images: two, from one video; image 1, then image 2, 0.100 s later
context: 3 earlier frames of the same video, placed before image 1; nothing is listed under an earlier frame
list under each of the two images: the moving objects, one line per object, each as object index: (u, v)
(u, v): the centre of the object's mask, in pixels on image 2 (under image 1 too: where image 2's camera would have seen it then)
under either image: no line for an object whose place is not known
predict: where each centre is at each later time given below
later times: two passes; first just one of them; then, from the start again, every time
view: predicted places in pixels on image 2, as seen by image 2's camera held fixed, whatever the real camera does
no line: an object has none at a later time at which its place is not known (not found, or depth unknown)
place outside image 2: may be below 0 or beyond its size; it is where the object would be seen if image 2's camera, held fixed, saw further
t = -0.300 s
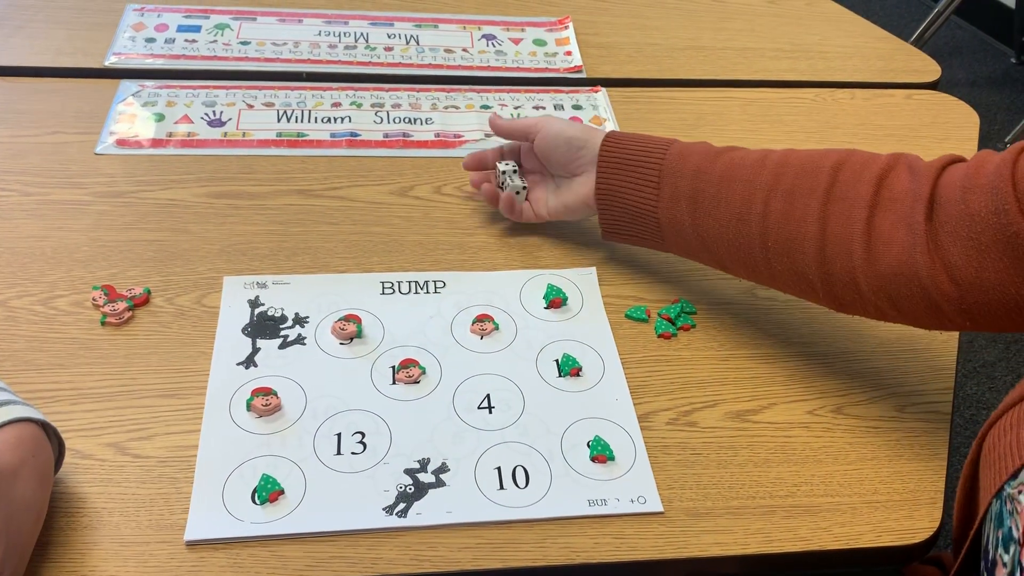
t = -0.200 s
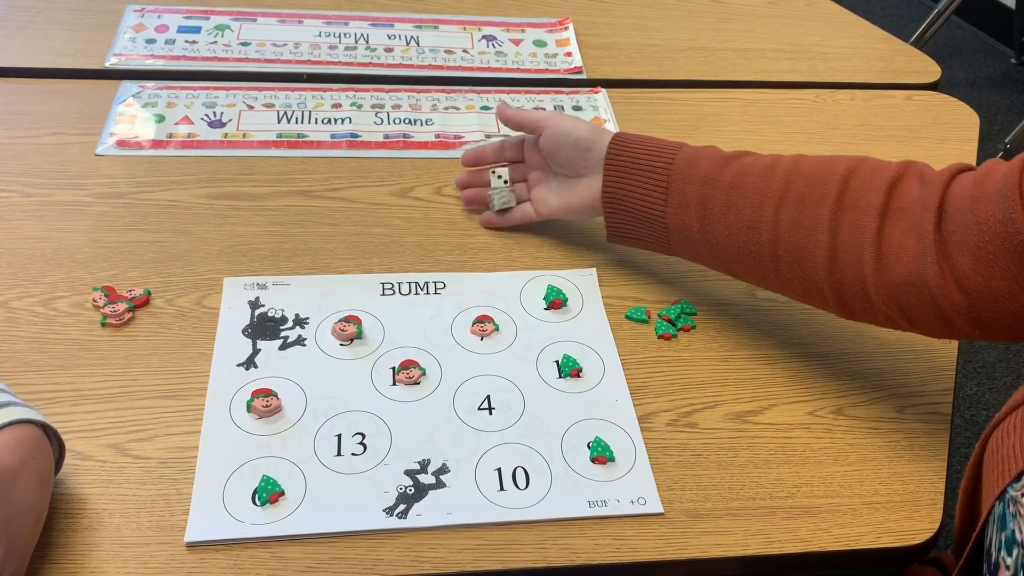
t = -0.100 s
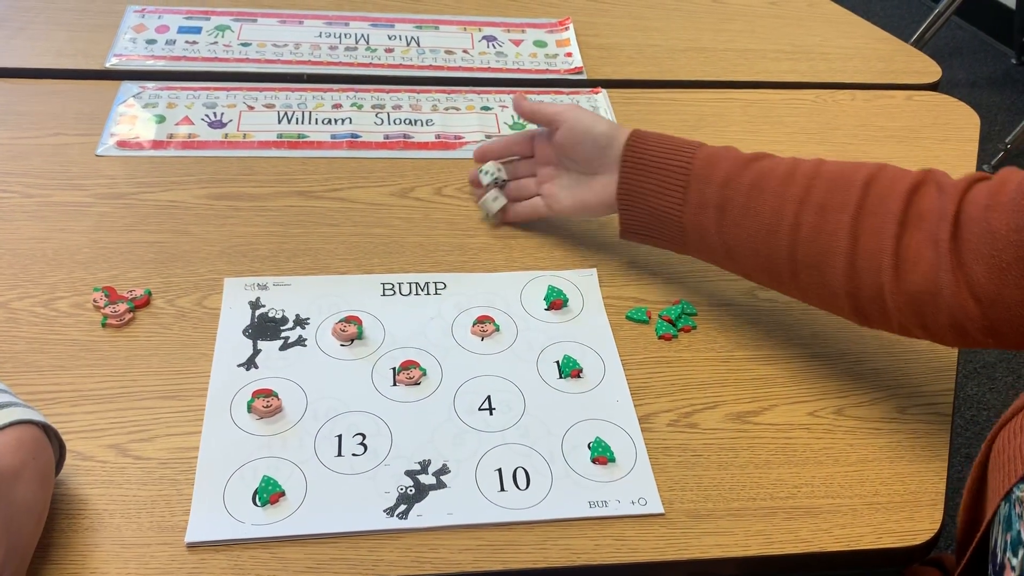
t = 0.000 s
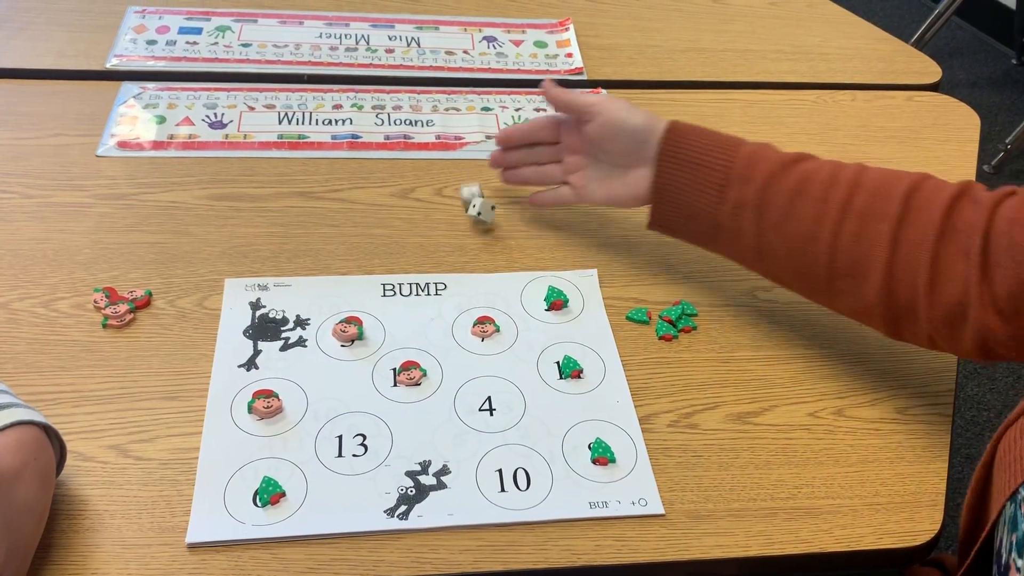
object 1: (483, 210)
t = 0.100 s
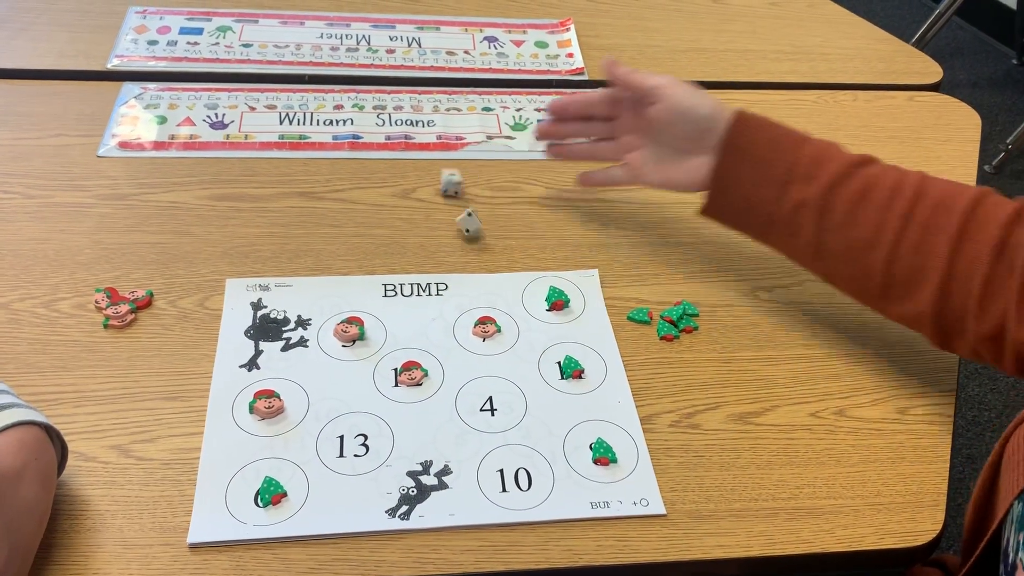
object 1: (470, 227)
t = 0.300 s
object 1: (444, 232)
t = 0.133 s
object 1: (463, 229)
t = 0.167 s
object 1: (458, 230)
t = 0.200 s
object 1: (456, 231)
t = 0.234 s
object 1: (452, 232)
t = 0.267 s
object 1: (448, 232)
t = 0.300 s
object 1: (444, 232)
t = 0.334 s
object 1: (440, 232)
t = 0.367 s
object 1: (437, 232)
